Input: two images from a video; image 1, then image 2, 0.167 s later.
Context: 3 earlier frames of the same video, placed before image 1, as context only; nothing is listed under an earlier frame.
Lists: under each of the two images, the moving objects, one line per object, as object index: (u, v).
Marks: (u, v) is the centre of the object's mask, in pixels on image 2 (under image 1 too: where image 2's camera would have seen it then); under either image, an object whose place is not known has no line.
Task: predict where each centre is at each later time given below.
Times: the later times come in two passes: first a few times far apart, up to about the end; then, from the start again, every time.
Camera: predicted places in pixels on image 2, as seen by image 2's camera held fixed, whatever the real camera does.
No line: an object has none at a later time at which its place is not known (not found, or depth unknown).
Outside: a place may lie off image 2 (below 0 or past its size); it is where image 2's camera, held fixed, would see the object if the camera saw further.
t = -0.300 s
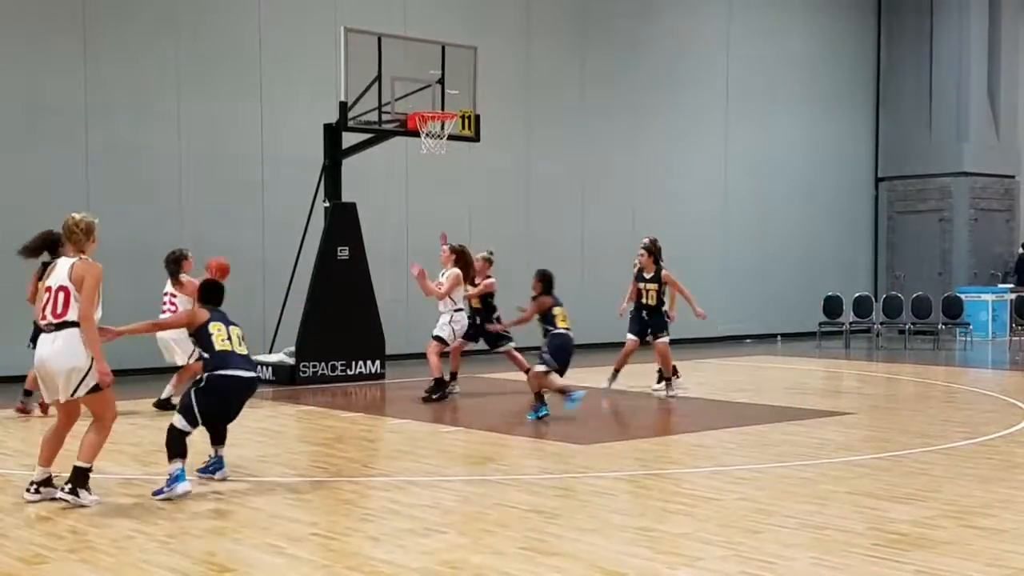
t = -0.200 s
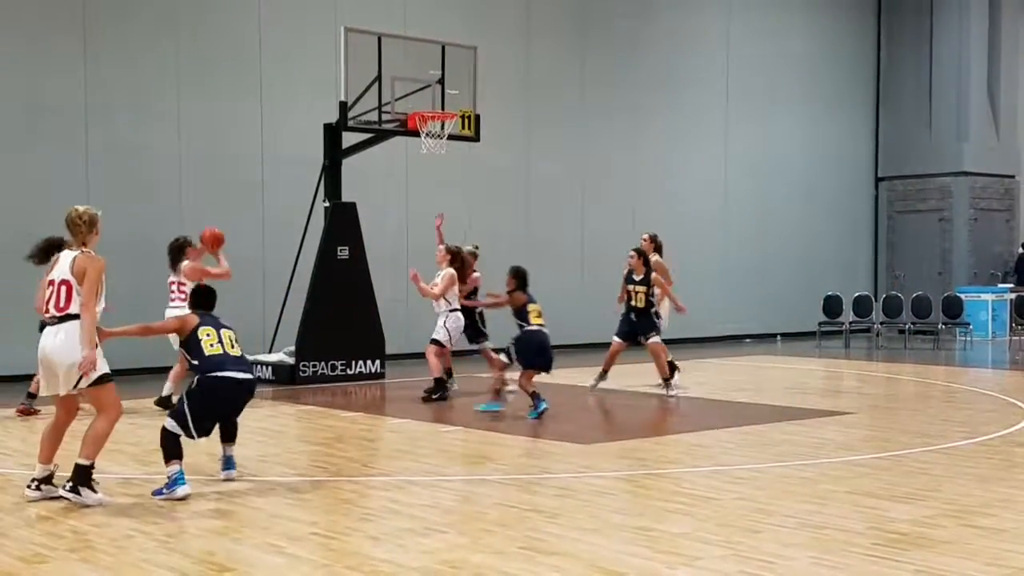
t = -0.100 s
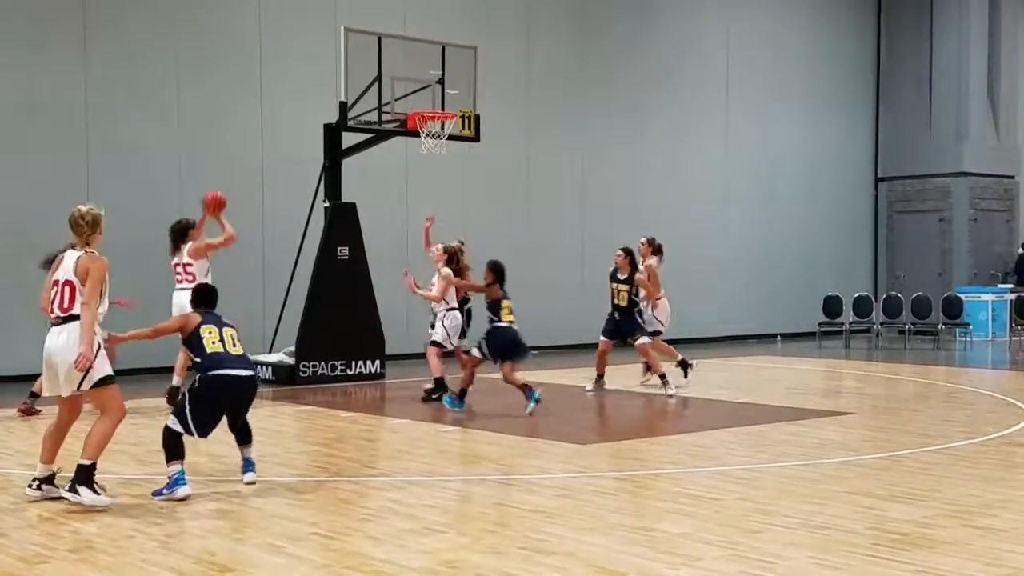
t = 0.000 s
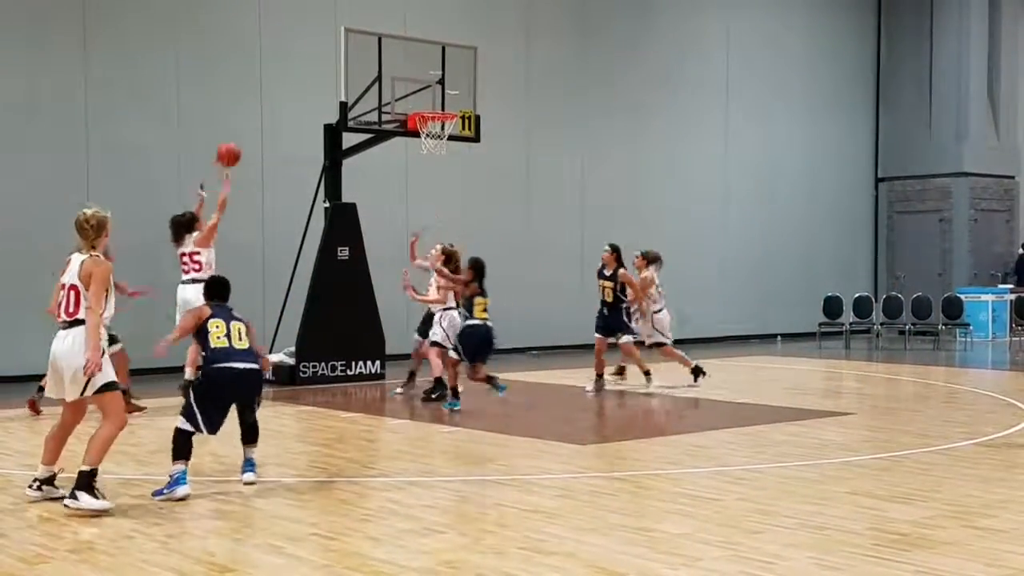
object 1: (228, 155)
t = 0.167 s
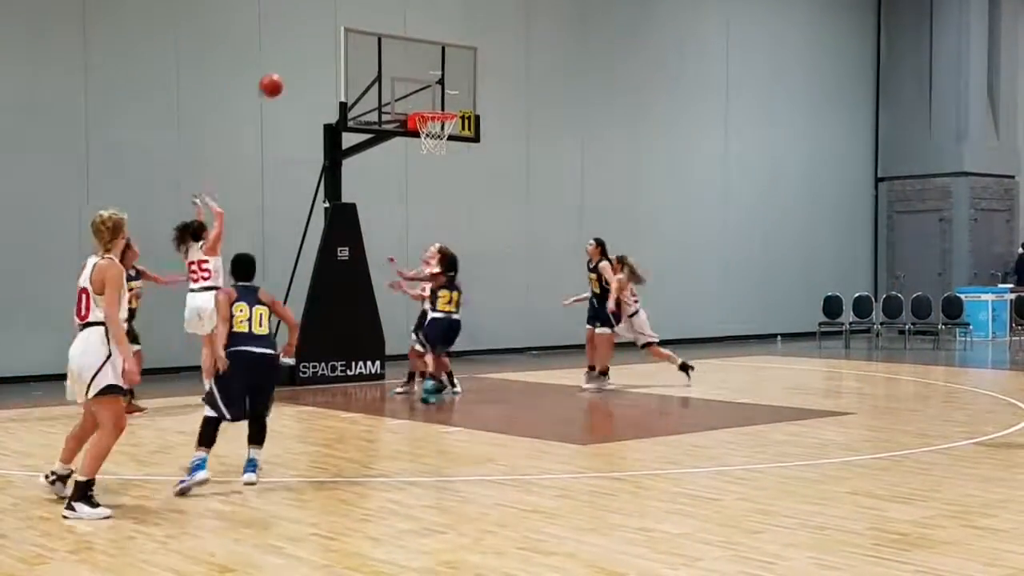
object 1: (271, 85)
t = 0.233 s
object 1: (287, 66)
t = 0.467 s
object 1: (343, 34)
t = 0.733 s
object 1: (403, 62)
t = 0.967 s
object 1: (439, 123)
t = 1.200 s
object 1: (419, 156)
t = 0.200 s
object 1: (279, 75)
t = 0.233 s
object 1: (287, 66)
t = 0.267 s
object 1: (295, 60)
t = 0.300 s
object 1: (303, 51)
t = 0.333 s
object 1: (312, 46)
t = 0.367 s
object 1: (319, 41)
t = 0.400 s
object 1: (327, 38)
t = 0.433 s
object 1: (334, 36)
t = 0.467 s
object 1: (343, 34)
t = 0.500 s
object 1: (351, 34)
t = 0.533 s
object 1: (358, 35)
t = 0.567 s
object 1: (366, 37)
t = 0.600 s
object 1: (374, 40)
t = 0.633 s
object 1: (381, 43)
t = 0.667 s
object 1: (389, 49)
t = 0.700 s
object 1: (396, 55)
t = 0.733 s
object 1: (403, 62)
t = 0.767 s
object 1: (410, 69)
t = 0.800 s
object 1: (418, 78)
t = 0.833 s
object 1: (424, 88)
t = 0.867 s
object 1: (431, 99)
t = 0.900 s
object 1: (438, 106)
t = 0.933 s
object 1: (442, 119)
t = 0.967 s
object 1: (439, 123)
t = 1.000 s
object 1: (434, 135)
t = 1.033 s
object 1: (430, 139)
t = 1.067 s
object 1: (428, 142)
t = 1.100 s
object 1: (425, 146)
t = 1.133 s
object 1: (423, 148)
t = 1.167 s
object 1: (421, 151)
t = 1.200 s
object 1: (419, 156)
